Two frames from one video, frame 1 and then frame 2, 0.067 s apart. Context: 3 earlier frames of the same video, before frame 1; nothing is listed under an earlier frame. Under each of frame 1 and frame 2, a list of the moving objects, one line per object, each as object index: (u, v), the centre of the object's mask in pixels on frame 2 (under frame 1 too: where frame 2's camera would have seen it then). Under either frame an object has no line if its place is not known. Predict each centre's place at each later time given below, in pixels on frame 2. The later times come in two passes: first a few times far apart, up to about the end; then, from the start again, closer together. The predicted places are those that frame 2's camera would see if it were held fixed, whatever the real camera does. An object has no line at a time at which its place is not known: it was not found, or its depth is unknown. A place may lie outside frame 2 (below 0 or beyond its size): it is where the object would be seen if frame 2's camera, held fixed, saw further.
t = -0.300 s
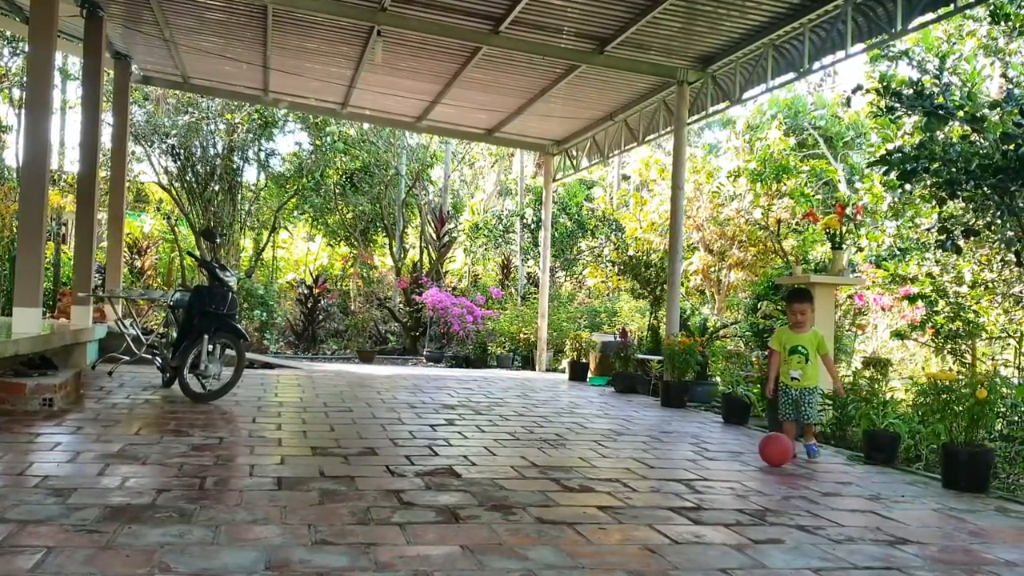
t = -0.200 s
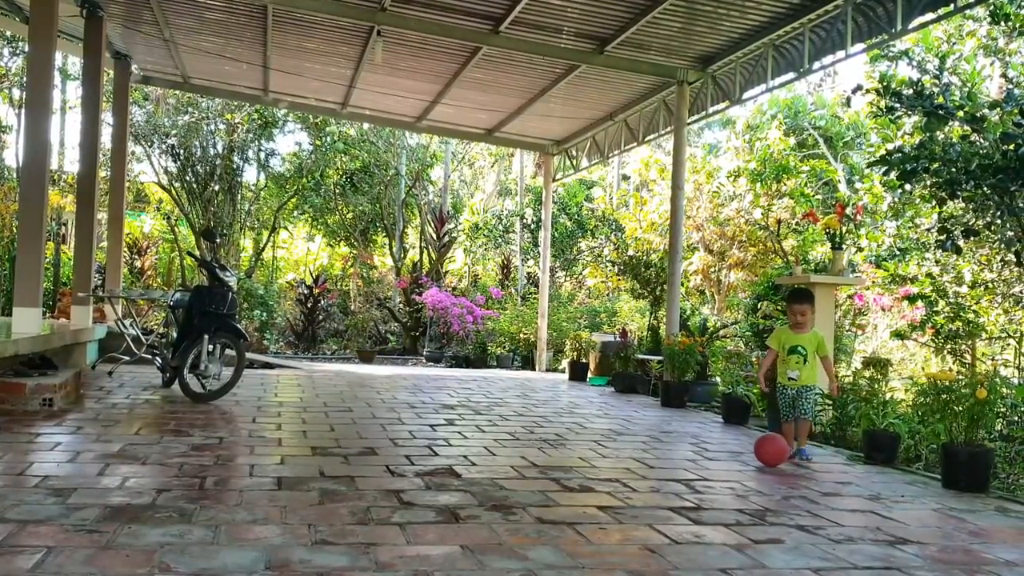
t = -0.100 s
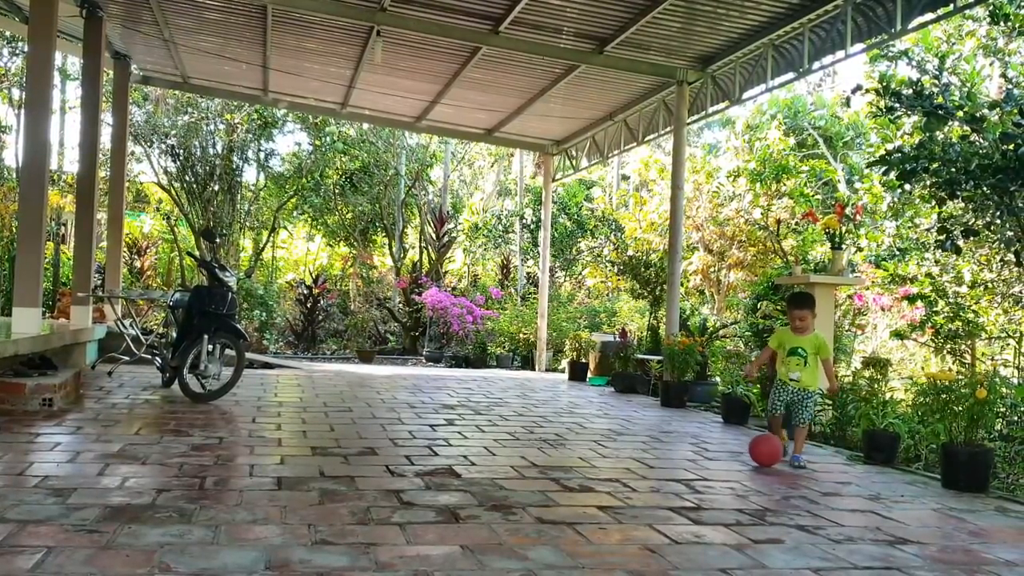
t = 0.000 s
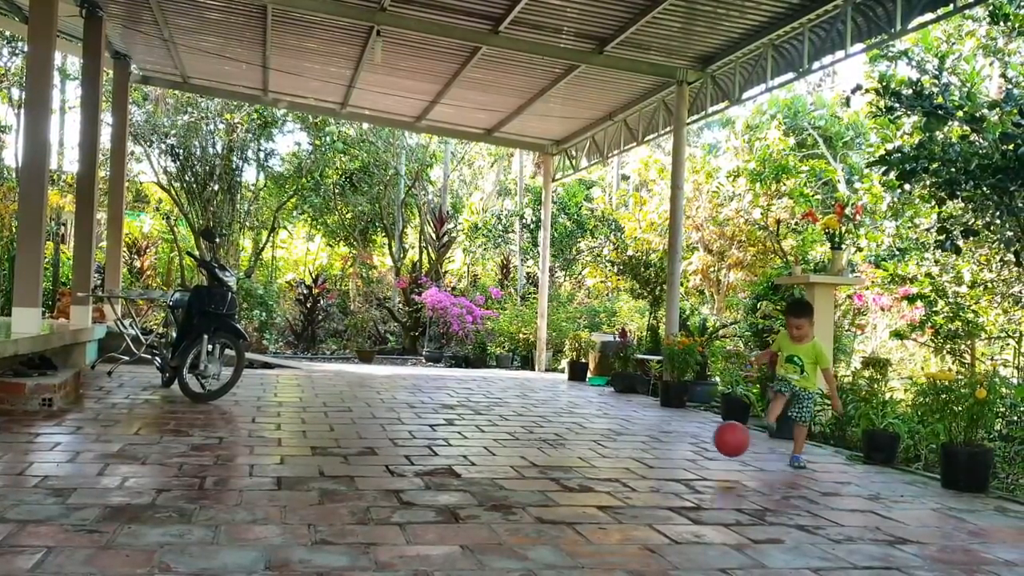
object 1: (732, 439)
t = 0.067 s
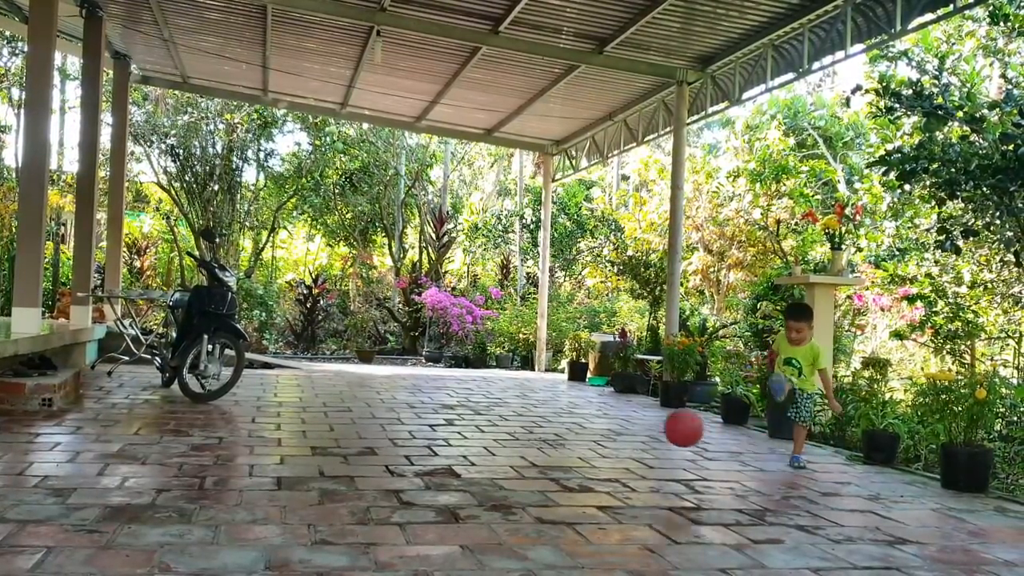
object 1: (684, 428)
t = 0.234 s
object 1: (539, 424)
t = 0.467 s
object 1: (192, 547)
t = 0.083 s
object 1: (671, 425)
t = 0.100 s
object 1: (659, 423)
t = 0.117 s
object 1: (645, 422)
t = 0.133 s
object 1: (632, 420)
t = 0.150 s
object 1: (618, 419)
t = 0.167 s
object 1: (604, 419)
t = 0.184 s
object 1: (589, 419)
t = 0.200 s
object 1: (573, 420)
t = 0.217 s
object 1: (557, 422)
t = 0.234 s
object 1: (539, 424)
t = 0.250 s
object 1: (521, 427)
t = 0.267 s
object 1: (501, 431)
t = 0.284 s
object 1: (481, 435)
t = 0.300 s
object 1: (461, 441)
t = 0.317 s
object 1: (438, 447)
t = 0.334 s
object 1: (414, 454)
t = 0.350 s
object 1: (390, 462)
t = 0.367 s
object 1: (365, 472)
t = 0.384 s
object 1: (339, 482)
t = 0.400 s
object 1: (312, 493)
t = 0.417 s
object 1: (284, 505)
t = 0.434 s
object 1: (255, 519)
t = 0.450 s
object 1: (223, 533)
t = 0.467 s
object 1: (192, 547)
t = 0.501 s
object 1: (137, 555)
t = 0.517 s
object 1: (116, 553)
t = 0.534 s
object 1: (92, 552)
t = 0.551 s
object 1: (69, 550)
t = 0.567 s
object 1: (44, 550)
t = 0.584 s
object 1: (31, 550)
